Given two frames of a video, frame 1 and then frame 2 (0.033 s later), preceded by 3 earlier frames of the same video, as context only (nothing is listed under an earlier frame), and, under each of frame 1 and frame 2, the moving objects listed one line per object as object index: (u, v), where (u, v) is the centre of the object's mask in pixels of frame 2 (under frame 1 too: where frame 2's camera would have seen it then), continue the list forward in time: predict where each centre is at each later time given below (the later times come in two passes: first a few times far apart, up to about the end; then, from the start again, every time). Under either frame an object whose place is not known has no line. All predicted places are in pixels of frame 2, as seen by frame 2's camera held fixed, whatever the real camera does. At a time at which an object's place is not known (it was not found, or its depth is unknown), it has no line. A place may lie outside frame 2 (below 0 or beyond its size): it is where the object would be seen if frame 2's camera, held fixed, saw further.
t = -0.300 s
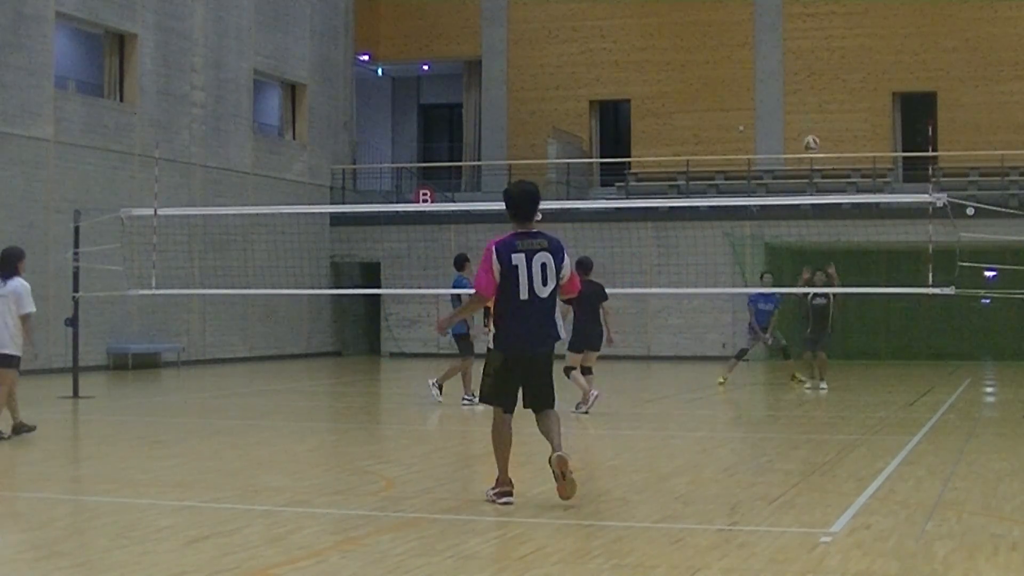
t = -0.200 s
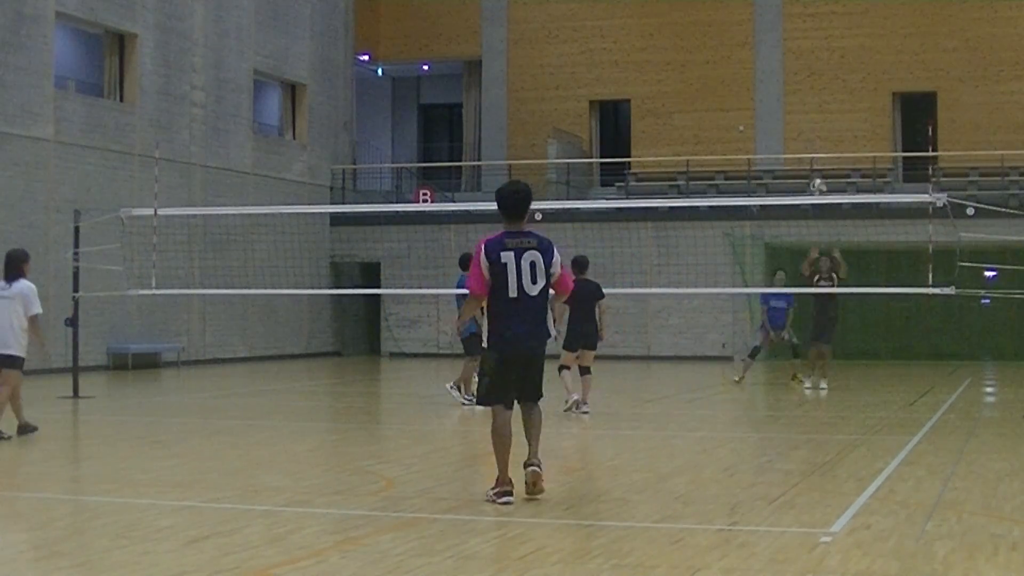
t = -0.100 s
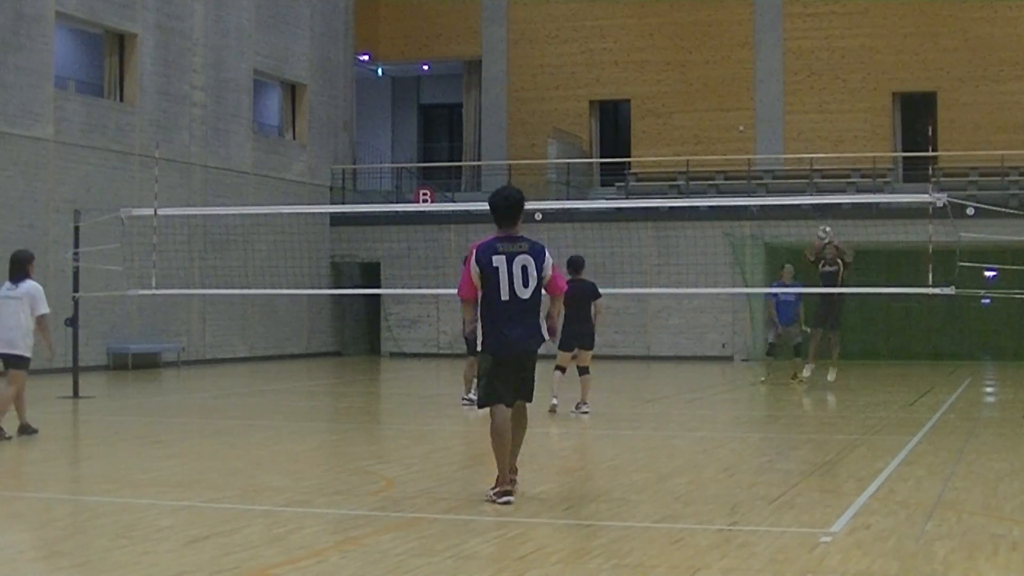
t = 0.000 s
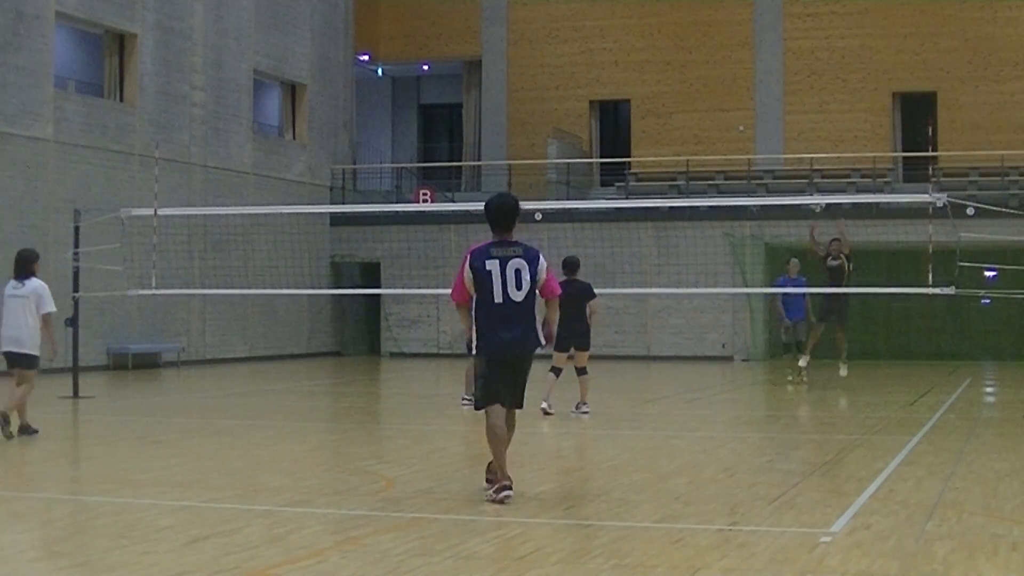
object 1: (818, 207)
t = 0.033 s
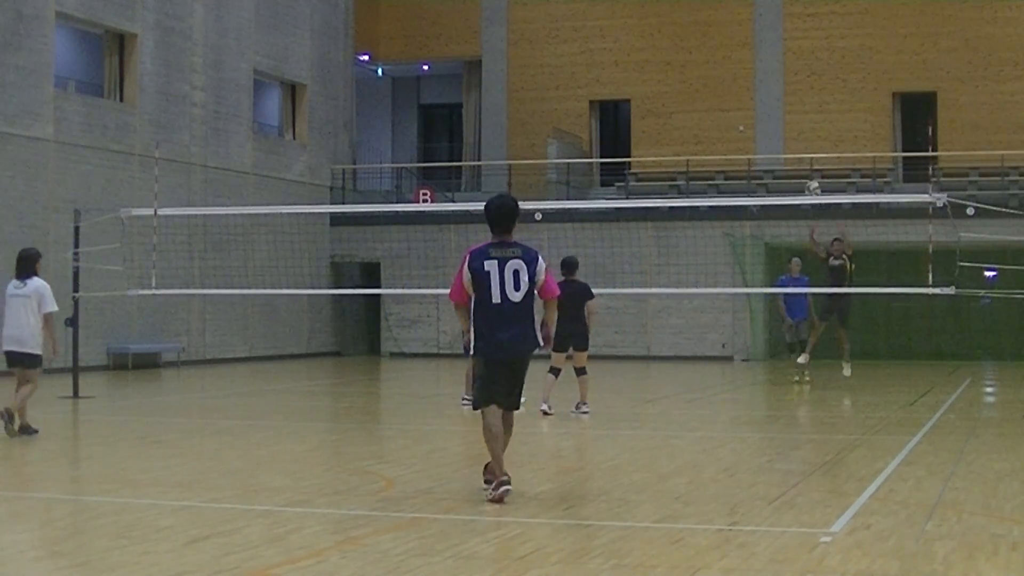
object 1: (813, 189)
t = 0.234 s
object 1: (787, 123)
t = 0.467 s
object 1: (758, 82)
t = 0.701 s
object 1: (724, 86)
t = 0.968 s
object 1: (687, 145)
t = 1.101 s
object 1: (668, 194)
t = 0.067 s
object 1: (808, 176)
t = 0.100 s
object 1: (804, 164)
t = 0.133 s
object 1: (801, 154)
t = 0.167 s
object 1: (796, 143)
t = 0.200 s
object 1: (791, 132)
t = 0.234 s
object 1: (787, 123)
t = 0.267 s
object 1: (782, 116)
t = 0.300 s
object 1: (779, 107)
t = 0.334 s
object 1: (774, 100)
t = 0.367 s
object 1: (770, 95)
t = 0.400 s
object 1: (765, 90)
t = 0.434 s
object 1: (761, 87)
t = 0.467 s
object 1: (758, 82)
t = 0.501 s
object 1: (753, 80)
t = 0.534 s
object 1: (747, 79)
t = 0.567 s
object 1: (743, 78)
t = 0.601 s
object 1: (738, 79)
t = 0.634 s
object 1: (734, 80)
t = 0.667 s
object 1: (729, 82)
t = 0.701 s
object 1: (724, 86)
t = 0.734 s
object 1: (719, 89)
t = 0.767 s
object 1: (715, 93)
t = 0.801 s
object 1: (710, 99)
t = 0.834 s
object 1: (705, 106)
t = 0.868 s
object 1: (700, 114)
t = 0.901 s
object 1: (696, 124)
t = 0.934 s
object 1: (692, 134)
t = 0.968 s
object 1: (687, 145)
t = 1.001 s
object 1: (683, 156)
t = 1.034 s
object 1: (678, 170)
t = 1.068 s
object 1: (673, 184)
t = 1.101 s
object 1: (668, 194)
